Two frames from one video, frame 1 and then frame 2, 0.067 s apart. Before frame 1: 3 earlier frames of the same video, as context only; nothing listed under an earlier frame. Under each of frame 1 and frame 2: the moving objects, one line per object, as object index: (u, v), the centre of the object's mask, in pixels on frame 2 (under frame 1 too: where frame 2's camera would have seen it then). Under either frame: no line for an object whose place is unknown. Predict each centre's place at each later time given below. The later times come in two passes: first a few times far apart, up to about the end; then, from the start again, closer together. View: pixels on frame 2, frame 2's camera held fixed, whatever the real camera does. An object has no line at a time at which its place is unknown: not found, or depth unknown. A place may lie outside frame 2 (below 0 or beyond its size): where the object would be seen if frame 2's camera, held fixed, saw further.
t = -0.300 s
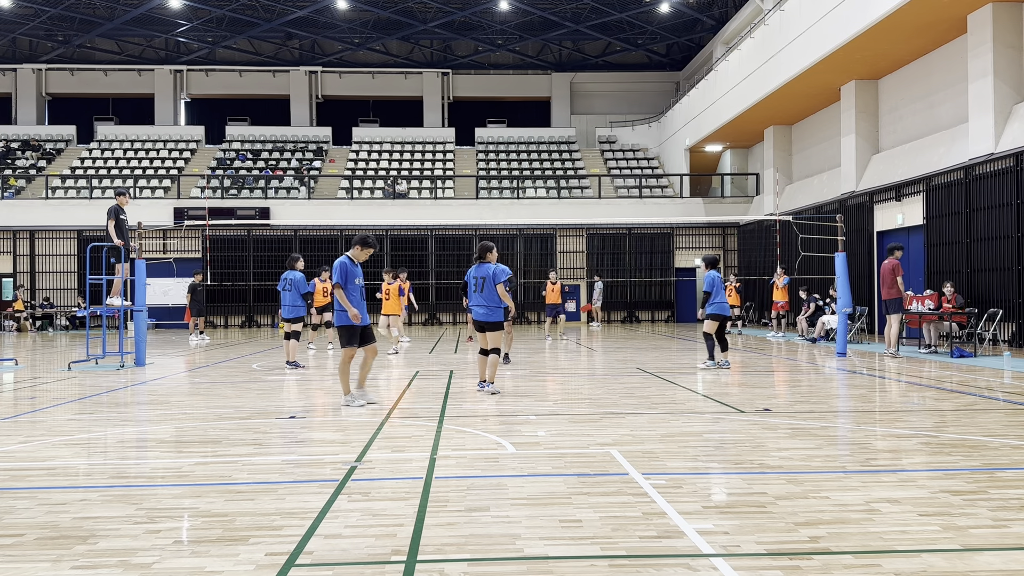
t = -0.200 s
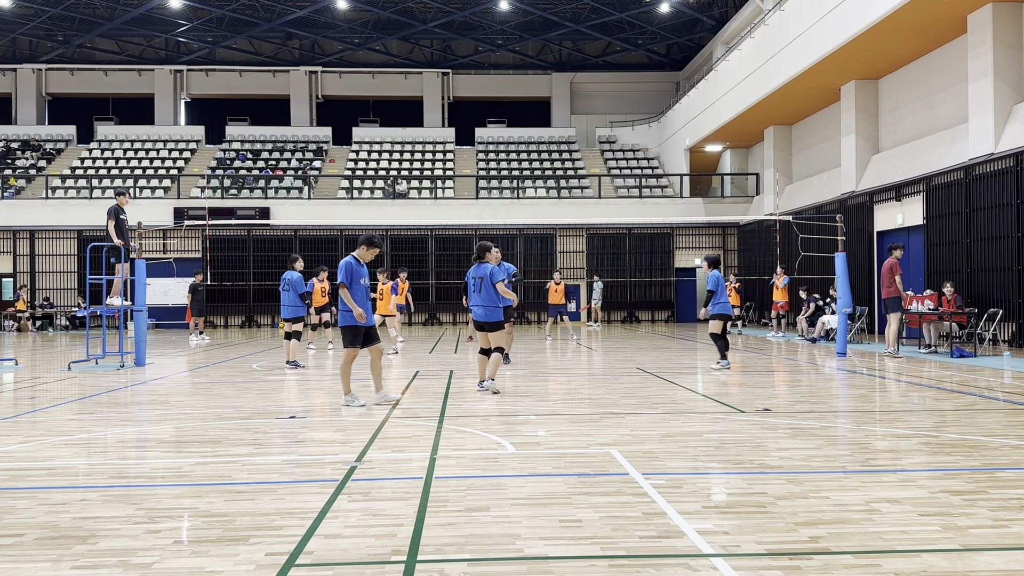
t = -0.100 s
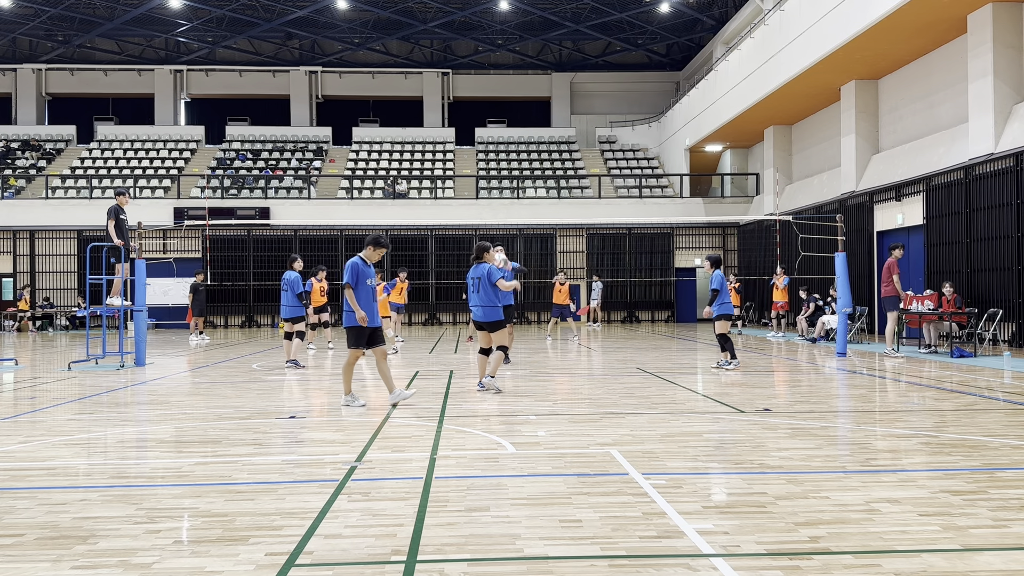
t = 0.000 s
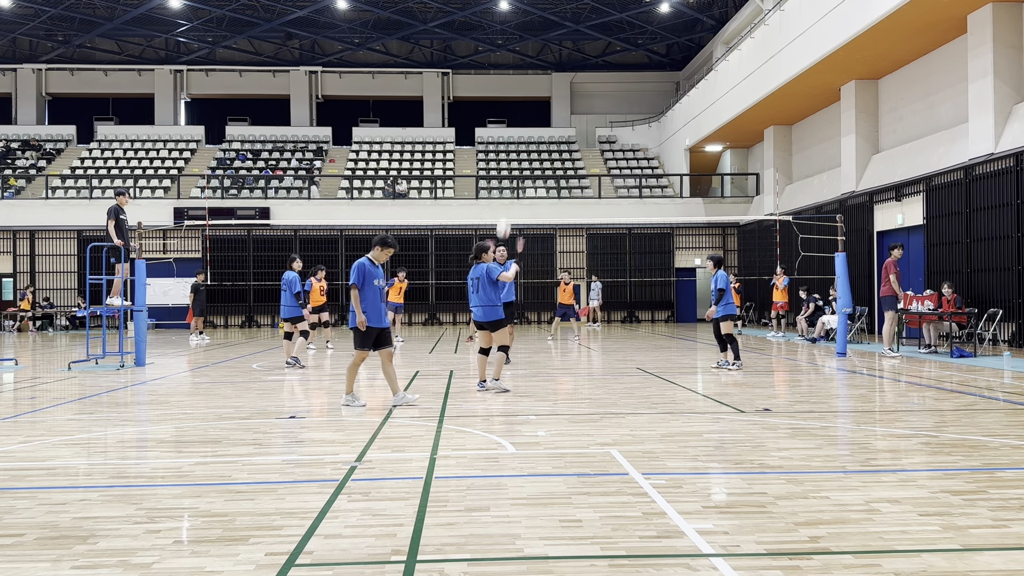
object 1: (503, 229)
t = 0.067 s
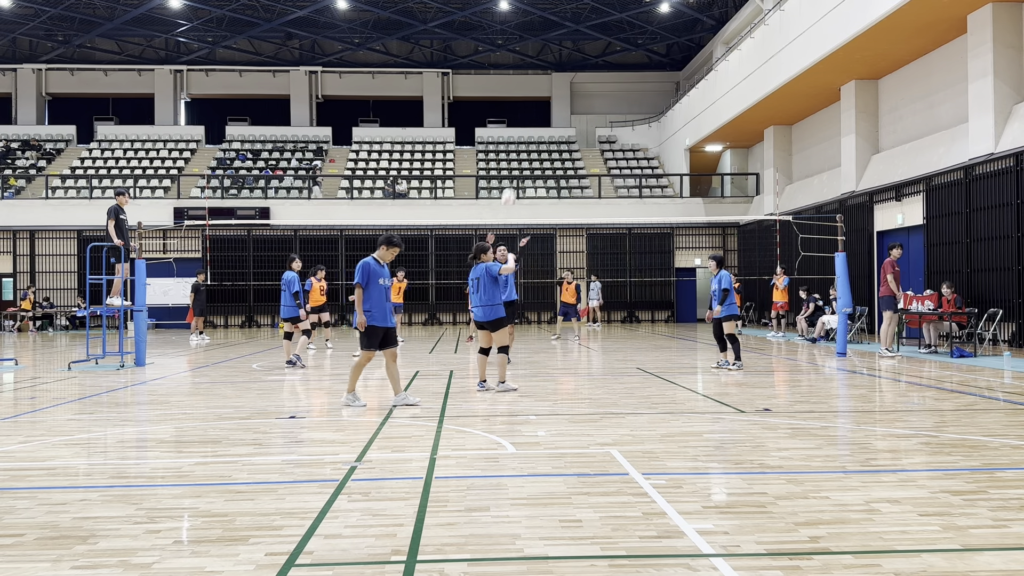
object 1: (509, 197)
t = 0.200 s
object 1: (519, 144)
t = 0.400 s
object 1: (540, 75)
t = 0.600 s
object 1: (565, 27)
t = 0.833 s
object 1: (605, 13)
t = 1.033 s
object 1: (651, 52)
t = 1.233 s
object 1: (714, 161)
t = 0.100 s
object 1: (510, 183)
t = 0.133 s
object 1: (513, 170)
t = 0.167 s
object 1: (516, 157)
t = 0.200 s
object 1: (519, 144)
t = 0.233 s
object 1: (523, 131)
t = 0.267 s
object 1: (526, 118)
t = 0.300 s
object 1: (529, 108)
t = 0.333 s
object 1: (533, 96)
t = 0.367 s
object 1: (536, 85)
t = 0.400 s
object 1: (540, 75)
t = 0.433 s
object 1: (544, 65)
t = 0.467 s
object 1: (548, 56)
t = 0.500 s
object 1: (552, 48)
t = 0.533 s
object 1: (557, 40)
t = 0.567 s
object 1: (561, 33)
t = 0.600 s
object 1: (565, 27)
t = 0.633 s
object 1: (570, 22)
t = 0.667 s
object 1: (575, 17)
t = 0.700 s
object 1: (581, 15)
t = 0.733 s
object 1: (586, 12)
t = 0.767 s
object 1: (592, 12)
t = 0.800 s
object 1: (598, 12)
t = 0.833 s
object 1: (605, 13)
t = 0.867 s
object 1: (612, 15)
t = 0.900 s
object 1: (619, 19)
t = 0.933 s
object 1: (626, 25)
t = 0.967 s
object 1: (634, 32)
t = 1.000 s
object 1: (642, 41)
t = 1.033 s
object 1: (651, 52)
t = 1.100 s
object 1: (669, 79)
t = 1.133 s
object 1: (678, 93)
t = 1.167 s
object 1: (690, 113)
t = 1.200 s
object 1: (703, 138)
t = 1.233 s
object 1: (714, 161)
